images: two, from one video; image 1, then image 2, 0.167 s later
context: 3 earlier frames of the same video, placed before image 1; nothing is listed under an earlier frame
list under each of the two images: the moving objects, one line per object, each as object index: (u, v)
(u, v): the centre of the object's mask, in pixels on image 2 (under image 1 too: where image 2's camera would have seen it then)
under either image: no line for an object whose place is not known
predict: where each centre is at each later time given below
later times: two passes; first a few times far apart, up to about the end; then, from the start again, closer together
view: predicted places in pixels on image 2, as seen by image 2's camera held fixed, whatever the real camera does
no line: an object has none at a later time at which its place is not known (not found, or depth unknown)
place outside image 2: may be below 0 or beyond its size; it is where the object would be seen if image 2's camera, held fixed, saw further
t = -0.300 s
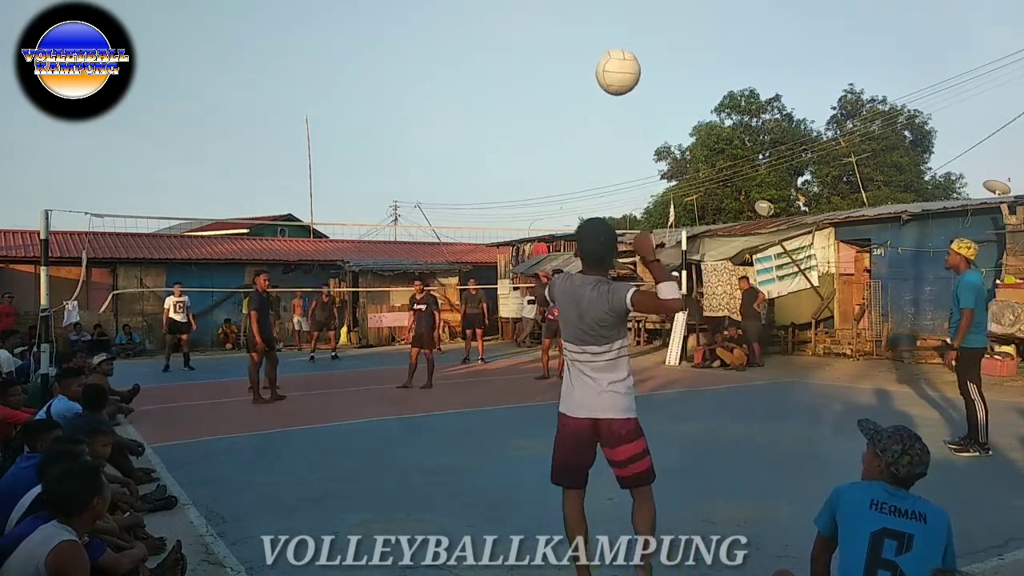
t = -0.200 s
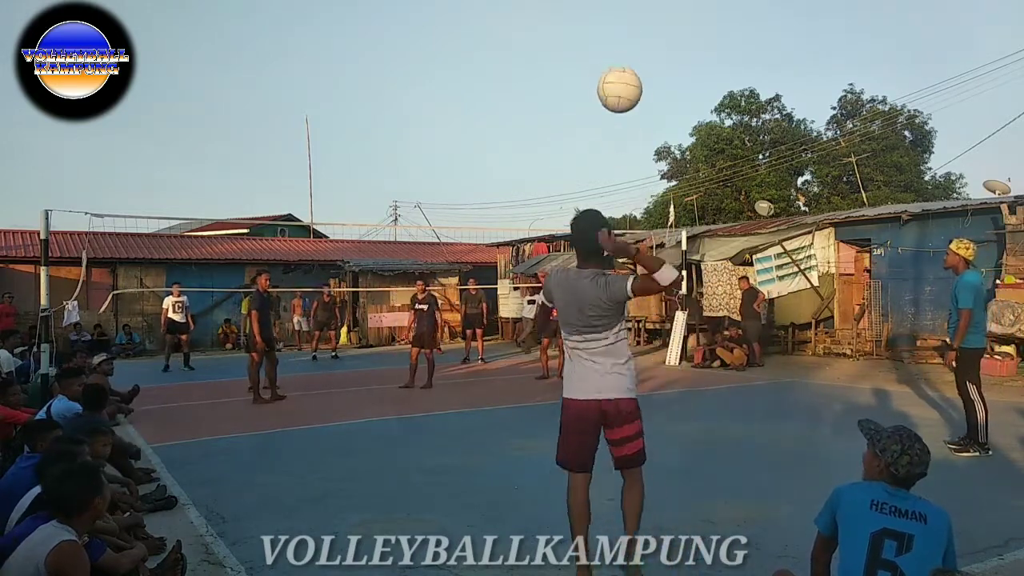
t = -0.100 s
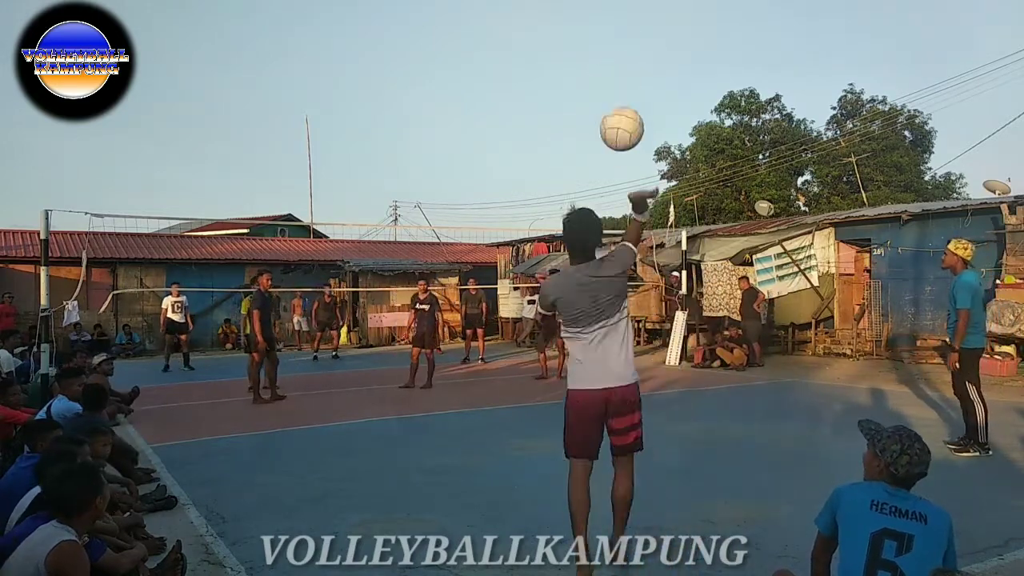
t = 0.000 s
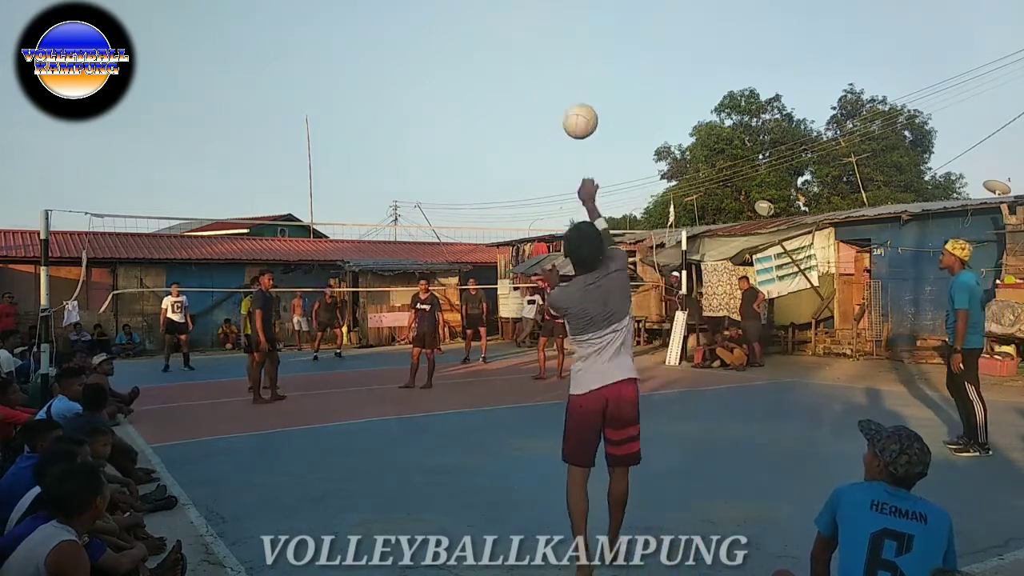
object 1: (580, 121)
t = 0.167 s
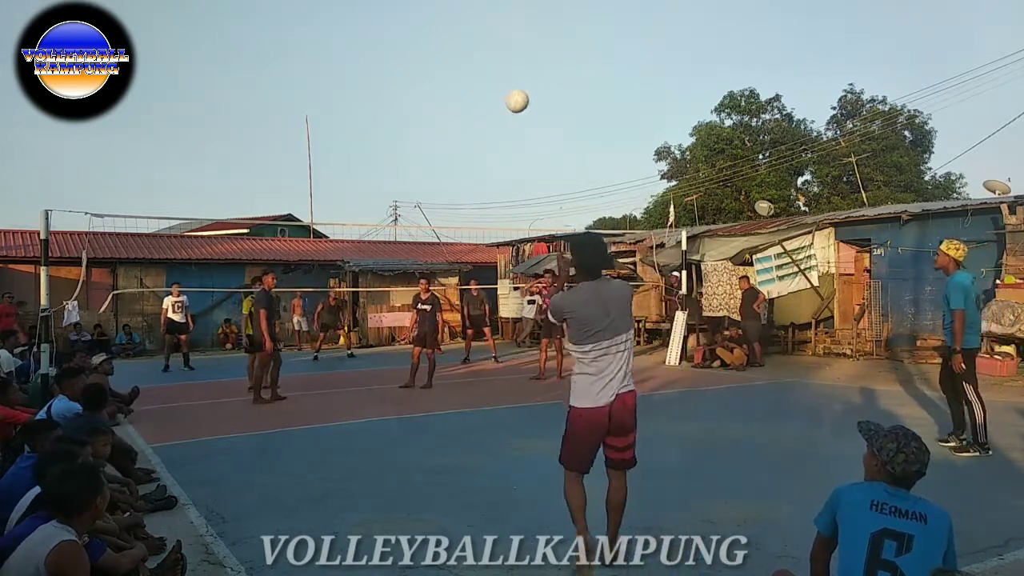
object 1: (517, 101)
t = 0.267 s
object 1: (492, 106)
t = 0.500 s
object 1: (453, 138)
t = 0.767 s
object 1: (427, 189)
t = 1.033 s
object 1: (411, 255)
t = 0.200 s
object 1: (508, 102)
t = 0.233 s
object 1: (500, 104)
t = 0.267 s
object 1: (492, 106)
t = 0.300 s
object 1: (486, 110)
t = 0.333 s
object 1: (479, 114)
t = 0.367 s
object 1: (473, 117)
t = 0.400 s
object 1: (468, 121)
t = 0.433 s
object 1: (463, 126)
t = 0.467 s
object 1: (458, 132)
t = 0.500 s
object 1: (453, 138)
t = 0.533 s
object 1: (449, 143)
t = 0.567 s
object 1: (445, 149)
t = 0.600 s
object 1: (442, 155)
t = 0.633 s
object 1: (438, 161)
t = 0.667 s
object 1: (435, 167)
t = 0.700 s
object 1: (432, 174)
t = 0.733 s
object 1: (429, 181)
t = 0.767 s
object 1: (427, 189)
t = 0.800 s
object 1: (425, 197)
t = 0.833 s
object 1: (423, 204)
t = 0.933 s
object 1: (417, 231)
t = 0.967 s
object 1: (415, 237)
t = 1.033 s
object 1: (411, 255)
